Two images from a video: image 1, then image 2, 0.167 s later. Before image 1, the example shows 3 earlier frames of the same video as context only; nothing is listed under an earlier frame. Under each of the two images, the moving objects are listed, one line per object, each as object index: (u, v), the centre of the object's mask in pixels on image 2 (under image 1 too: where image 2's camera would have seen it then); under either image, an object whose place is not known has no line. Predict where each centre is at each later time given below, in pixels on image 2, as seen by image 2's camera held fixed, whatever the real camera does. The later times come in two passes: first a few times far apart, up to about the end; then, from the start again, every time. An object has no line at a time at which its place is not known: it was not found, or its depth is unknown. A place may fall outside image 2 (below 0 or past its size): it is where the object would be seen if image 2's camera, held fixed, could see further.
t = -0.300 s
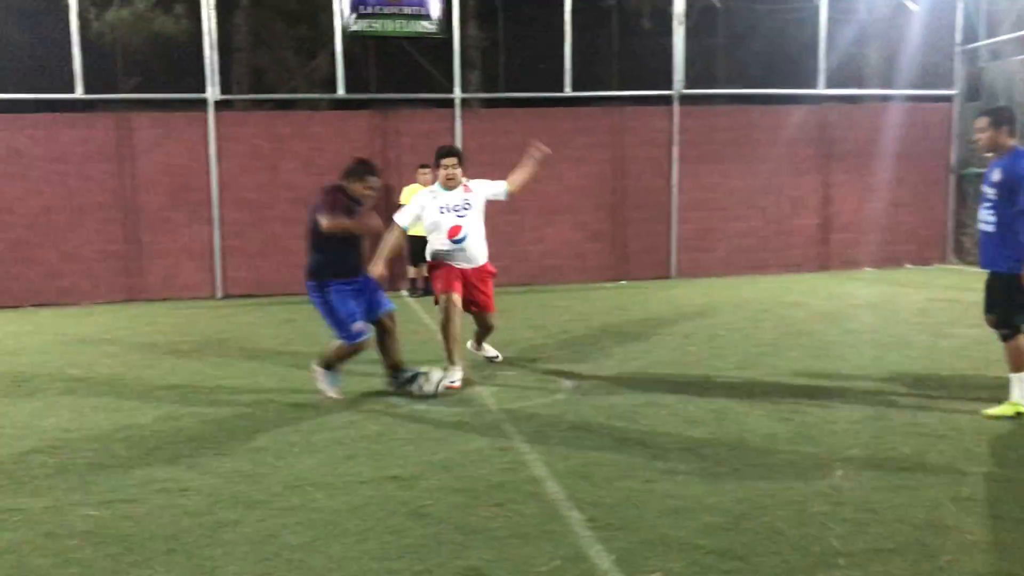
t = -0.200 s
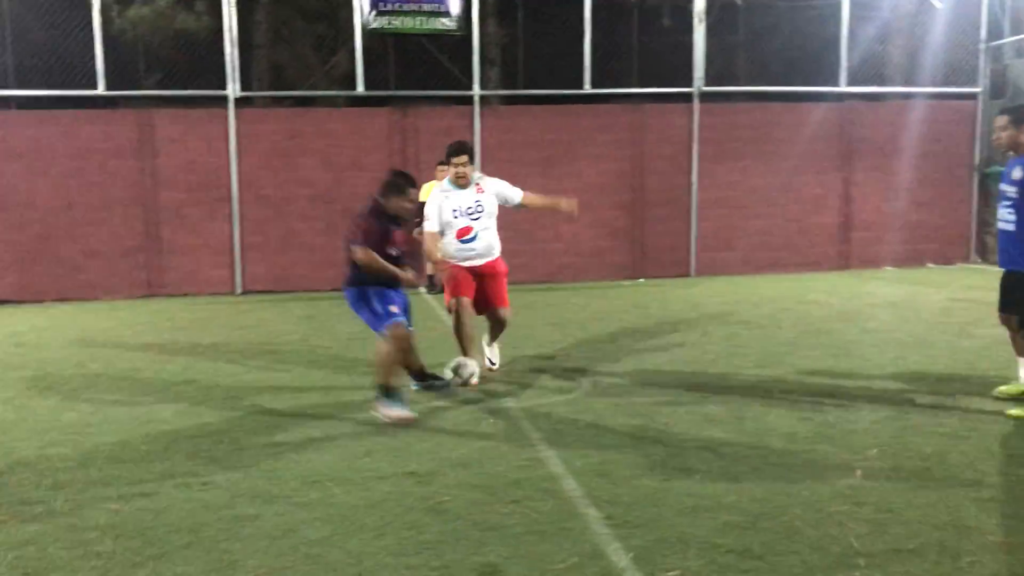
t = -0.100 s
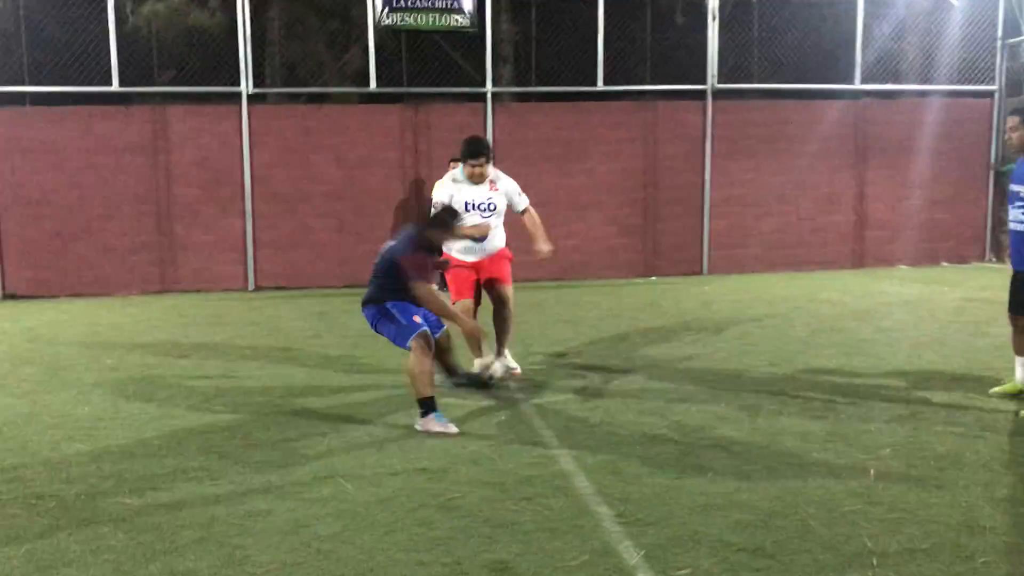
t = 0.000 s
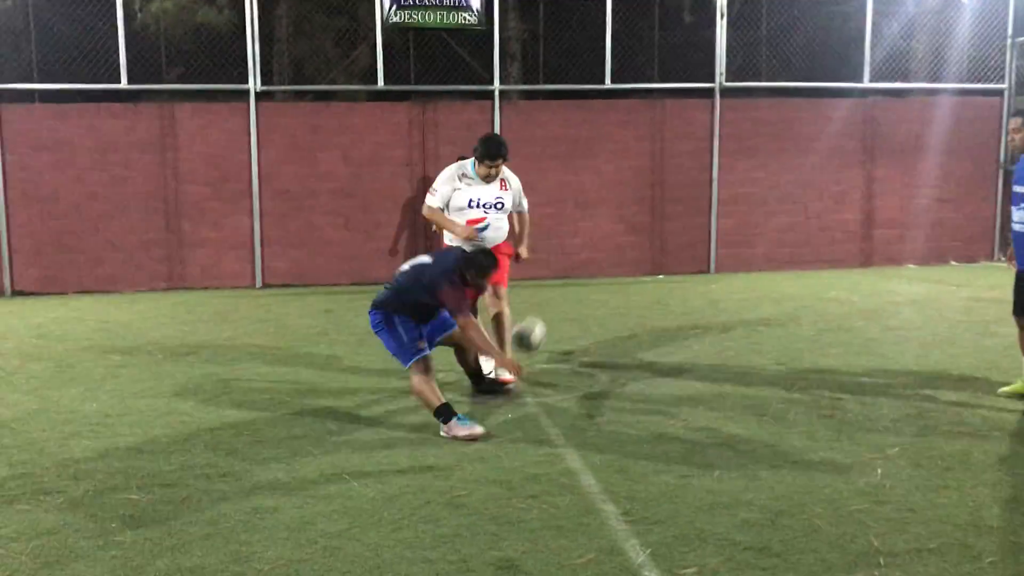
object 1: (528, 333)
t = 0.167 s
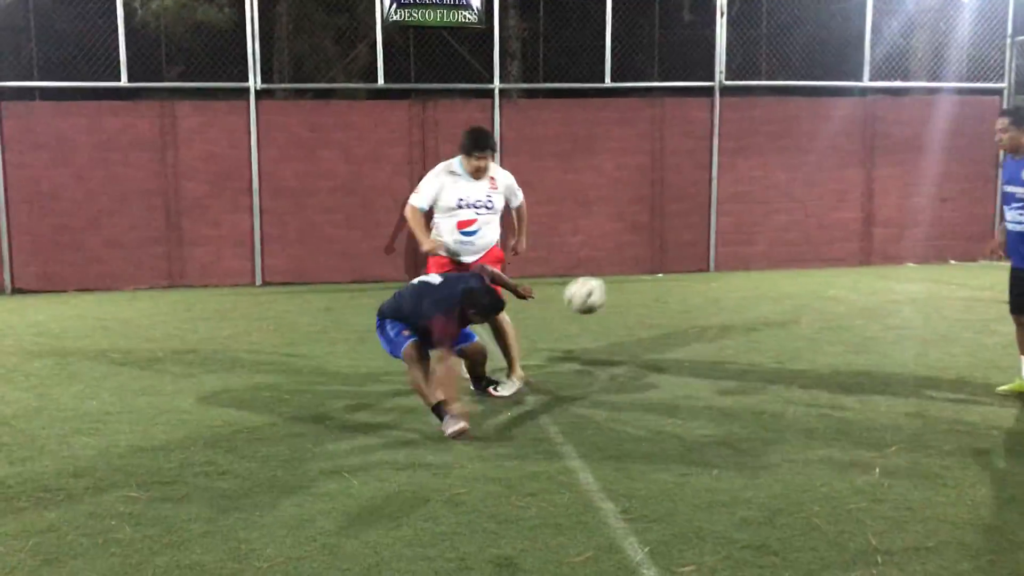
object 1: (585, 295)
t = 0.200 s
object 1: (599, 292)
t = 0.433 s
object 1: (724, 333)
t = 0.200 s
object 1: (599, 292)
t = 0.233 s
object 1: (614, 291)
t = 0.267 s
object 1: (629, 291)
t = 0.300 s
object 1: (646, 293)
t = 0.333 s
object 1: (664, 299)
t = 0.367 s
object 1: (683, 308)
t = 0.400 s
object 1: (704, 319)
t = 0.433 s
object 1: (724, 333)
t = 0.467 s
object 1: (748, 348)
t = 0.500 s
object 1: (773, 371)
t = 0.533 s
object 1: (800, 397)
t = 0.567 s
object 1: (831, 431)
